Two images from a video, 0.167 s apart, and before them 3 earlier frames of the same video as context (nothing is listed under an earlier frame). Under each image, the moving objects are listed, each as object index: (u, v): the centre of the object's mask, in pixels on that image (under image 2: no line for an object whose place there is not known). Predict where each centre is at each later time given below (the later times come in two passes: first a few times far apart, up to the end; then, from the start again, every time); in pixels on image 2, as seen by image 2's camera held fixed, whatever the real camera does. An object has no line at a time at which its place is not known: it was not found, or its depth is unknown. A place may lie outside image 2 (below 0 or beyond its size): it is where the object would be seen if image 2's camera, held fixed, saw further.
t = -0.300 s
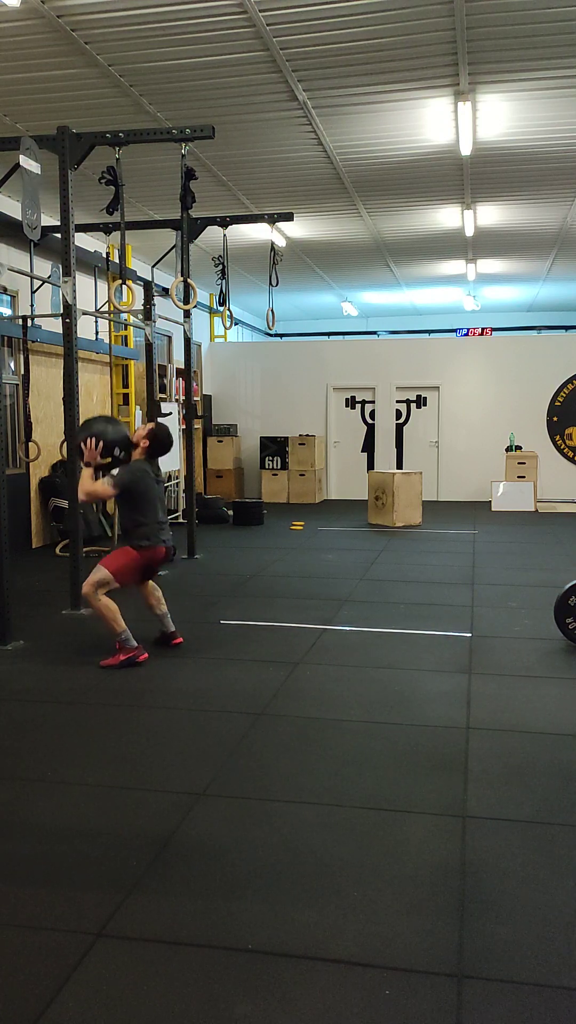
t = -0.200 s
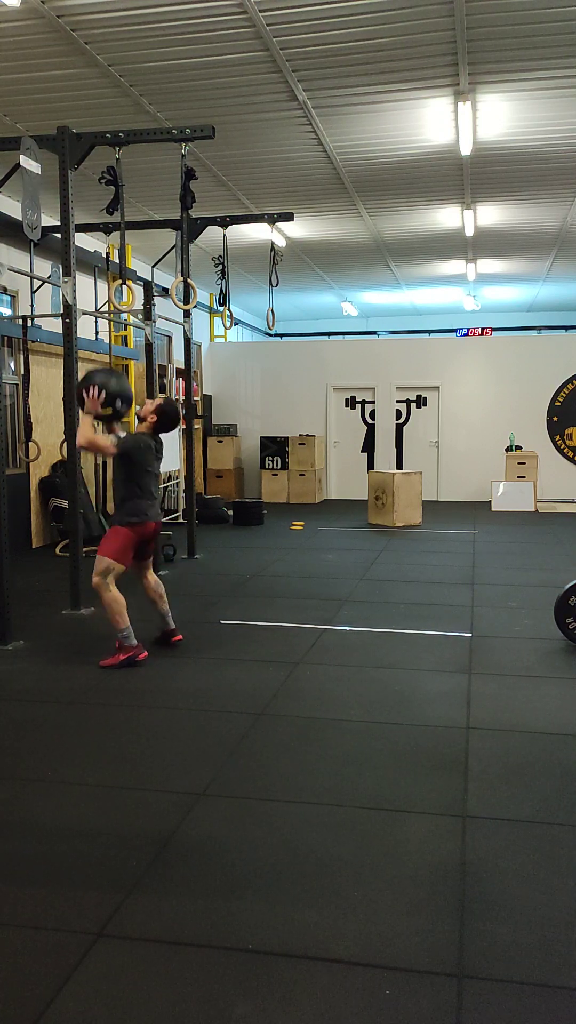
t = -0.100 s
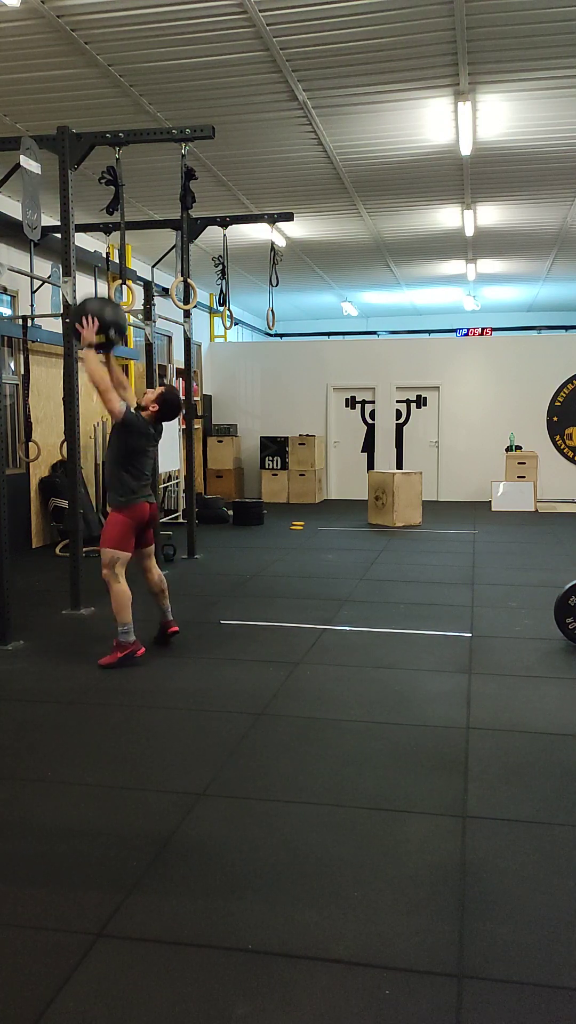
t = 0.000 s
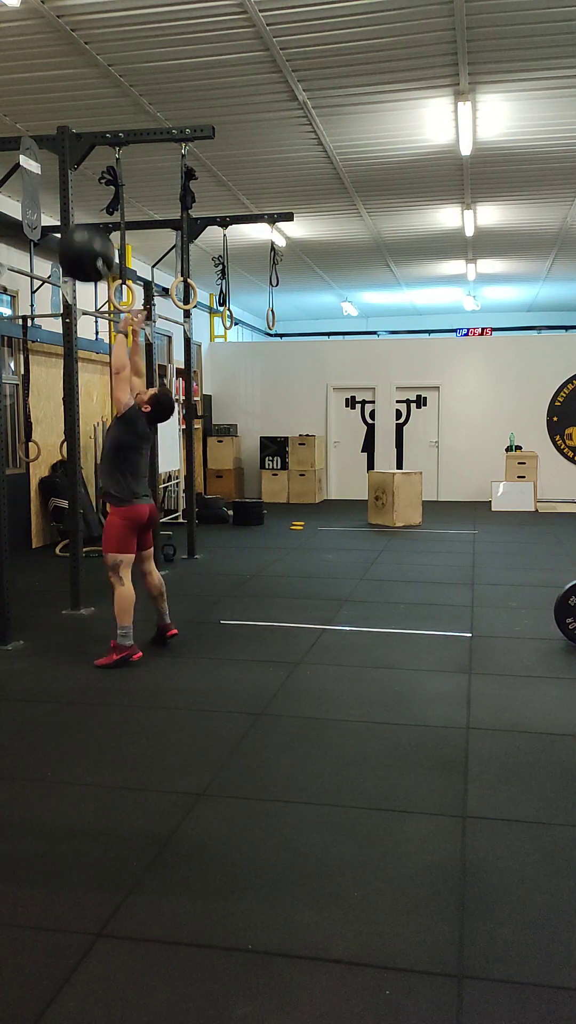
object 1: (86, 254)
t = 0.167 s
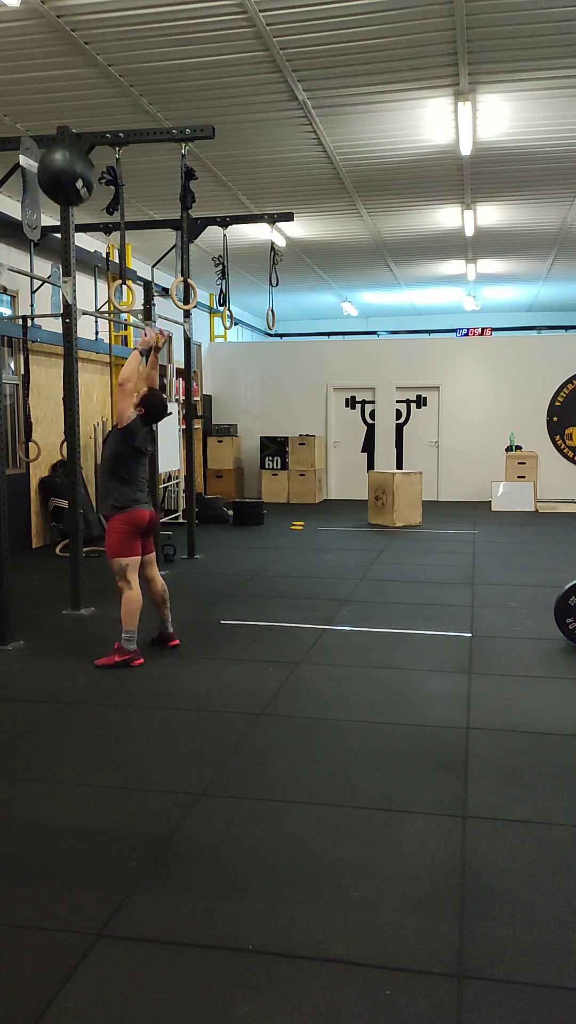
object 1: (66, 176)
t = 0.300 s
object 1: (52, 146)
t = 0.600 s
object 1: (74, 190)
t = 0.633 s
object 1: (77, 203)
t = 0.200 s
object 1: (61, 166)
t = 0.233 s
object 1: (58, 157)
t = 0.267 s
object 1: (55, 150)
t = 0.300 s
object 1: (52, 146)
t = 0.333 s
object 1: (51, 145)
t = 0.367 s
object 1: (53, 144)
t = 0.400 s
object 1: (56, 145)
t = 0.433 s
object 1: (58, 148)
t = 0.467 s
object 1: (62, 152)
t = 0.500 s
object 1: (64, 159)
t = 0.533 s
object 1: (67, 167)
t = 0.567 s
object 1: (71, 177)
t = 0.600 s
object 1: (74, 190)
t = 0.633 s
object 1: (77, 203)
